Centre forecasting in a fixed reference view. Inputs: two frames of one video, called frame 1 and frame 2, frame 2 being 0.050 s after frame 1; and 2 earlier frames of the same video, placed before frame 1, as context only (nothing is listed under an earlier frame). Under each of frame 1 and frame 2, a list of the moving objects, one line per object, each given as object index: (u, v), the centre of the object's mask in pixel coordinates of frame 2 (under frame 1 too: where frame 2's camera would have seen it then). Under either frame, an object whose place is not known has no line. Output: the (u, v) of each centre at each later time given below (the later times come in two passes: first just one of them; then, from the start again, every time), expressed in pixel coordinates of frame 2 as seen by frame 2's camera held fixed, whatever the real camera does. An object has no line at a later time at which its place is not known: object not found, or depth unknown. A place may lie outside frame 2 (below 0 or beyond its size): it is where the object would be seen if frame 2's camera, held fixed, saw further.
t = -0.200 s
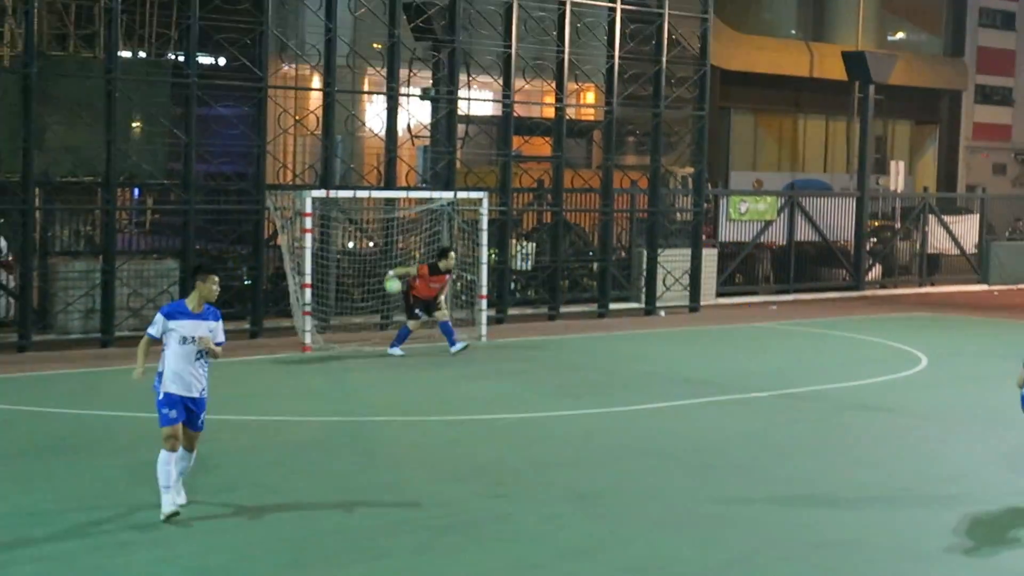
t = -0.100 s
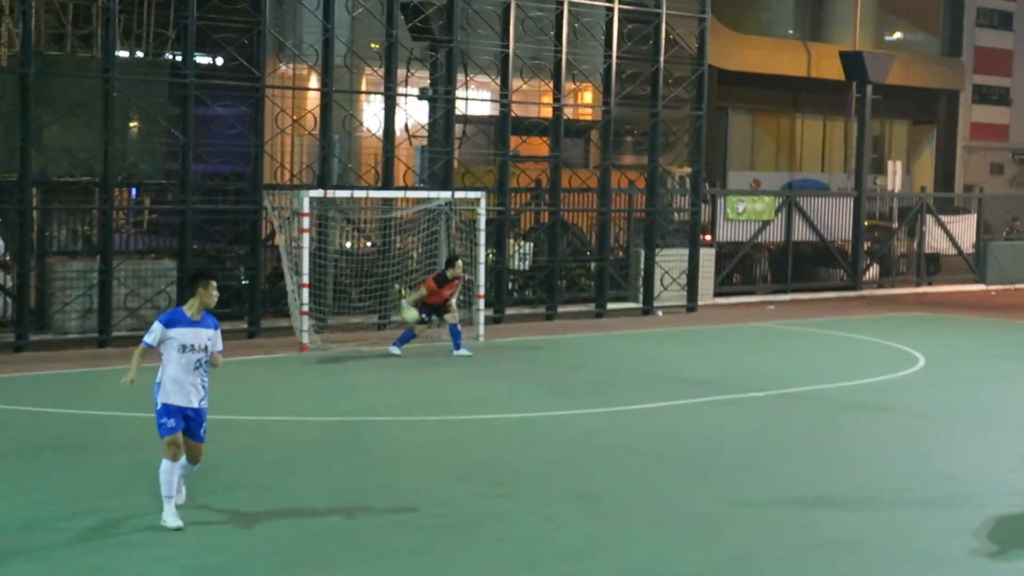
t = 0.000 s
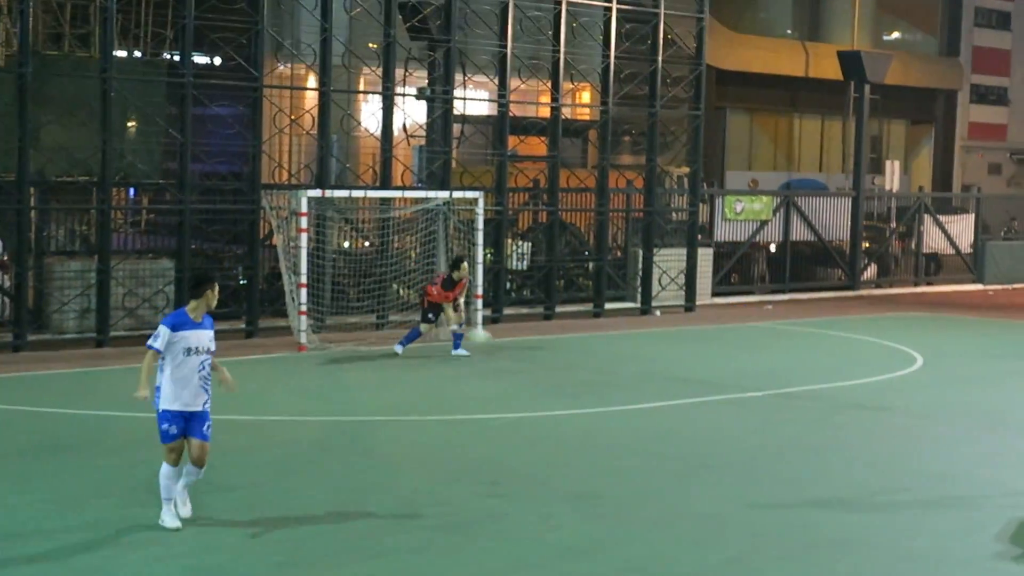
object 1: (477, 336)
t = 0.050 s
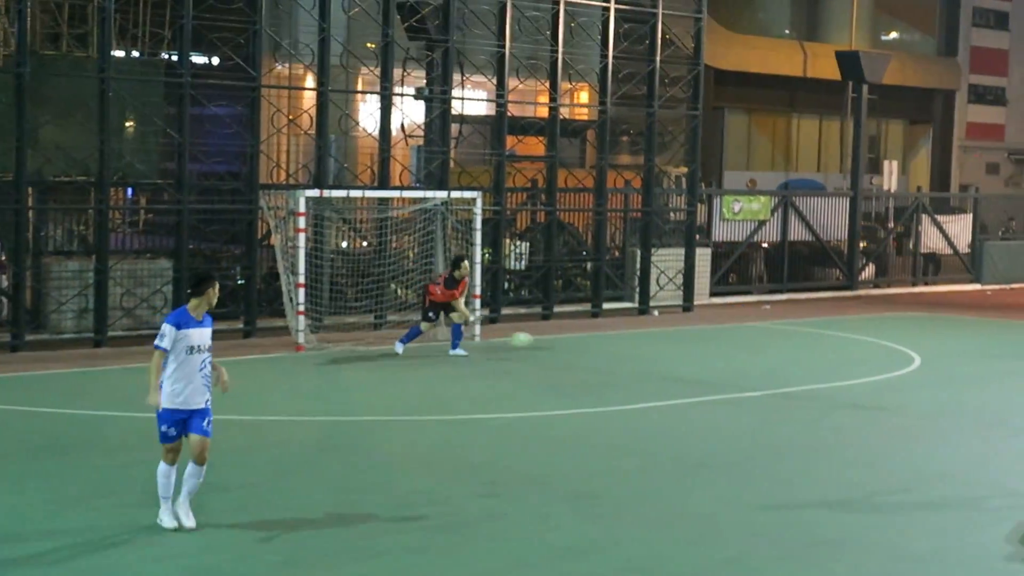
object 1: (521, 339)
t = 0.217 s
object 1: (658, 350)
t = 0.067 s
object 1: (536, 341)
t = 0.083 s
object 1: (550, 342)
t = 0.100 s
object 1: (565, 345)
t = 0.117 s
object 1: (580, 348)
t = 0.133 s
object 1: (594, 350)
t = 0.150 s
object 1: (608, 352)
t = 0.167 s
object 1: (621, 351)
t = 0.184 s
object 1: (633, 351)
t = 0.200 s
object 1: (645, 350)
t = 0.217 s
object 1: (658, 350)
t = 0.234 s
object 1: (669, 349)
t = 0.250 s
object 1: (680, 349)
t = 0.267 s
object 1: (692, 348)
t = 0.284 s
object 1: (704, 349)
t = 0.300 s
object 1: (717, 350)
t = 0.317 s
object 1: (729, 351)
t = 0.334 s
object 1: (741, 352)
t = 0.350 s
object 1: (753, 353)
